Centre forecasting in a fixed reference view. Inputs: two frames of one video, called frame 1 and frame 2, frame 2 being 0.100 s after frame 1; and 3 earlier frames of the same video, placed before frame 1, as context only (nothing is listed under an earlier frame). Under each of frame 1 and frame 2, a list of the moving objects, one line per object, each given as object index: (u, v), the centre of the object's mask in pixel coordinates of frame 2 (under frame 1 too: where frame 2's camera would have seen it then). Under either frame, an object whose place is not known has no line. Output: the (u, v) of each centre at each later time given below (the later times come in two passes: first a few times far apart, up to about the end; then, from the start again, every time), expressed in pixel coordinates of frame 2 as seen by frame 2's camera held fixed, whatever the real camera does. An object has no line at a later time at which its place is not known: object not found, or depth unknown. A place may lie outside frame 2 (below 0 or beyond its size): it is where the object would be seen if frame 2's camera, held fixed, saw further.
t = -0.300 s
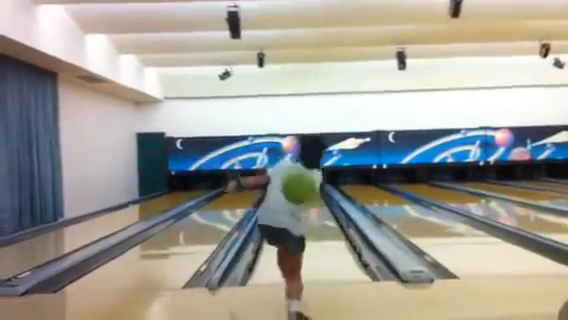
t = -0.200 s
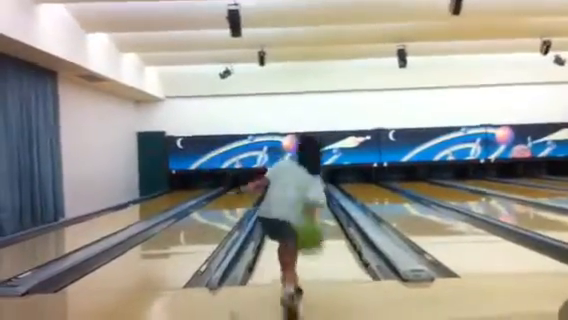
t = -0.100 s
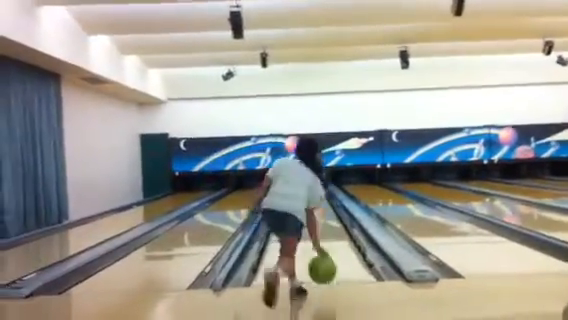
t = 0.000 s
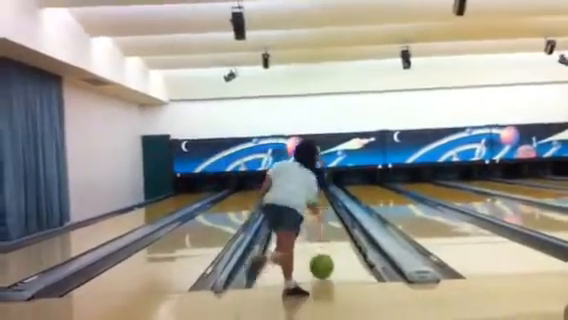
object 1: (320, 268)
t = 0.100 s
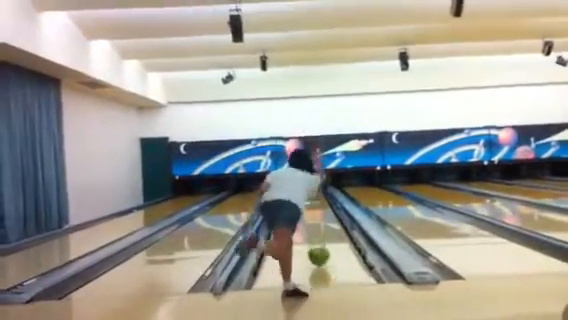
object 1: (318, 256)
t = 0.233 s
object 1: (316, 242)
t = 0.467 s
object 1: (314, 228)
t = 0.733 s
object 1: (313, 217)
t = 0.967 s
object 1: (310, 210)
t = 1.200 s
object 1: (313, 203)
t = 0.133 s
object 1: (318, 253)
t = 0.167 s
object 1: (317, 248)
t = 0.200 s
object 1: (316, 245)
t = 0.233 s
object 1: (316, 242)
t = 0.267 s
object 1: (315, 241)
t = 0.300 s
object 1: (315, 239)
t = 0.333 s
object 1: (315, 238)
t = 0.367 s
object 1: (315, 235)
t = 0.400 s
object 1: (315, 232)
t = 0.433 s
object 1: (314, 230)
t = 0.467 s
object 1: (314, 228)
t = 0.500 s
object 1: (313, 225)
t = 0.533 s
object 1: (313, 221)
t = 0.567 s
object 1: (313, 221)
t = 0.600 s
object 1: (312, 220)
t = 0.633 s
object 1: (313, 220)
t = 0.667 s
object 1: (313, 218)
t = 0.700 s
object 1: (313, 218)
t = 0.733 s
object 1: (313, 217)
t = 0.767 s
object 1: (312, 217)
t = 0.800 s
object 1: (311, 212)
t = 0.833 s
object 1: (310, 211)
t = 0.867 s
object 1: (309, 211)
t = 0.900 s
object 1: (309, 211)
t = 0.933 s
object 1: (309, 209)
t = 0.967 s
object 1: (310, 210)
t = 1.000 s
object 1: (313, 207)
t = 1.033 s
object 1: (313, 207)
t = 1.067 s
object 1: (309, 205)
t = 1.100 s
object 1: (312, 204)
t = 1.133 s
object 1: (313, 204)
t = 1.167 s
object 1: (313, 203)
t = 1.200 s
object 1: (313, 203)
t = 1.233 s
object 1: (313, 201)
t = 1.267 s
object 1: (312, 200)
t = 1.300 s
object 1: (312, 200)
